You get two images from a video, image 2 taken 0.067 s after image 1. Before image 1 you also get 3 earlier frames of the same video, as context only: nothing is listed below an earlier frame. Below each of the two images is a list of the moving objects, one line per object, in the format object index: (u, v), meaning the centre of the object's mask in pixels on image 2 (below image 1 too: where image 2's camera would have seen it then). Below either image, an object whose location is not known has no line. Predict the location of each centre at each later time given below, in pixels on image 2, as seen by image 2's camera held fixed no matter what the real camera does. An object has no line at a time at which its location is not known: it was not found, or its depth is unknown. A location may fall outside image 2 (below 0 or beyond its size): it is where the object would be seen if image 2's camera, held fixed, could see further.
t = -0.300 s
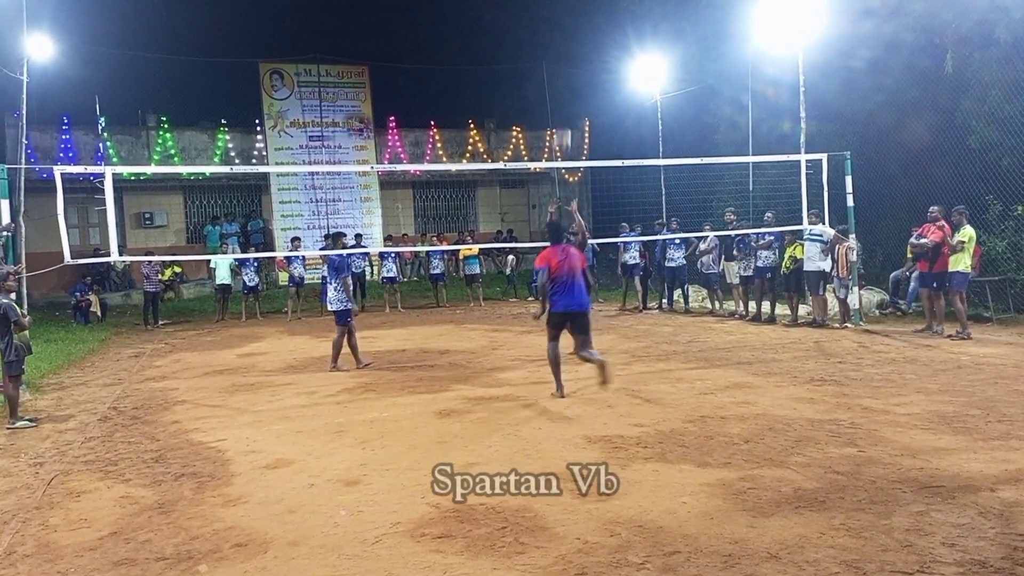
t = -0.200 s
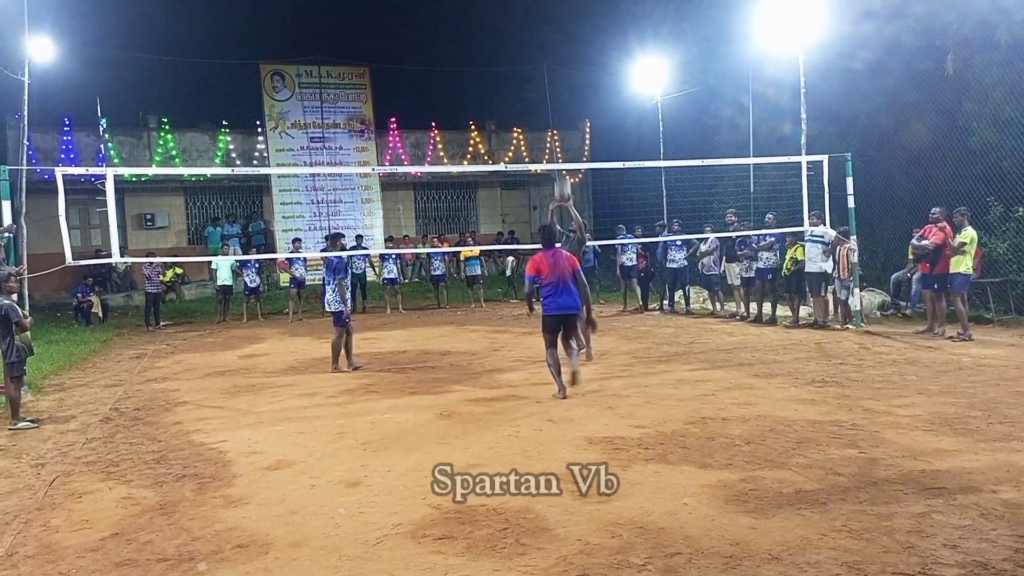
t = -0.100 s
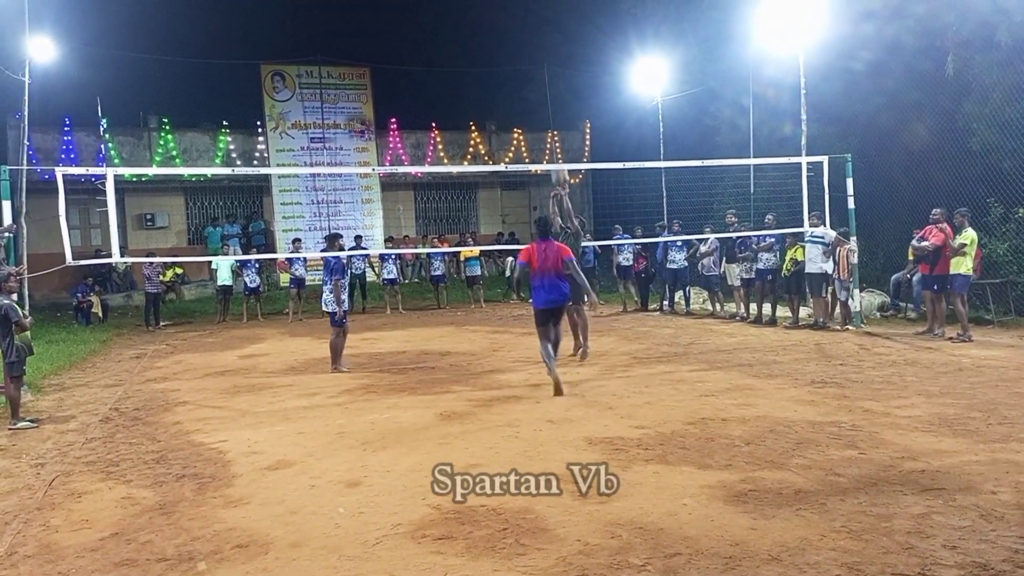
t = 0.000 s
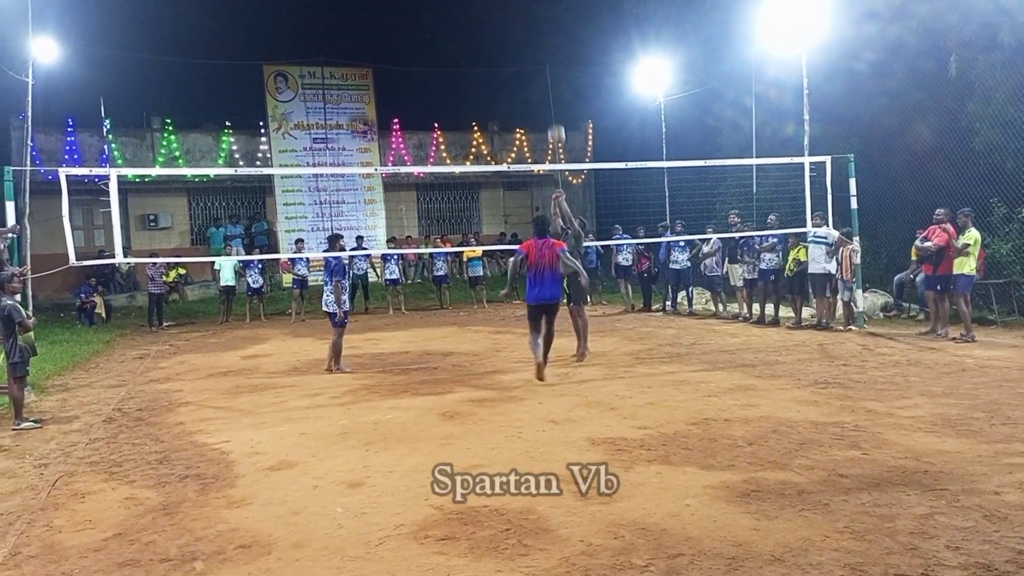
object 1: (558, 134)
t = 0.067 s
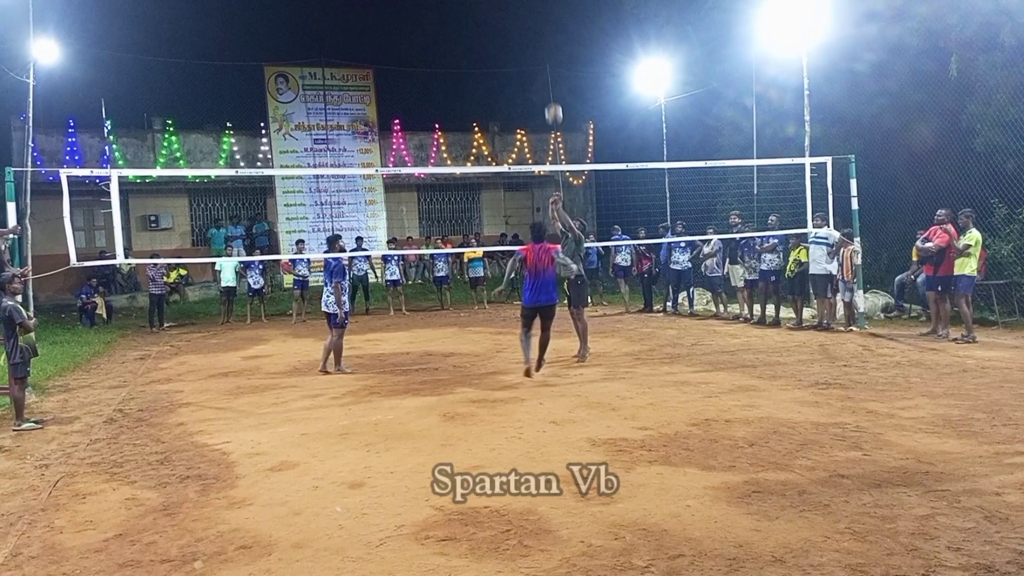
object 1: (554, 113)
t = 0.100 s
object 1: (552, 104)
